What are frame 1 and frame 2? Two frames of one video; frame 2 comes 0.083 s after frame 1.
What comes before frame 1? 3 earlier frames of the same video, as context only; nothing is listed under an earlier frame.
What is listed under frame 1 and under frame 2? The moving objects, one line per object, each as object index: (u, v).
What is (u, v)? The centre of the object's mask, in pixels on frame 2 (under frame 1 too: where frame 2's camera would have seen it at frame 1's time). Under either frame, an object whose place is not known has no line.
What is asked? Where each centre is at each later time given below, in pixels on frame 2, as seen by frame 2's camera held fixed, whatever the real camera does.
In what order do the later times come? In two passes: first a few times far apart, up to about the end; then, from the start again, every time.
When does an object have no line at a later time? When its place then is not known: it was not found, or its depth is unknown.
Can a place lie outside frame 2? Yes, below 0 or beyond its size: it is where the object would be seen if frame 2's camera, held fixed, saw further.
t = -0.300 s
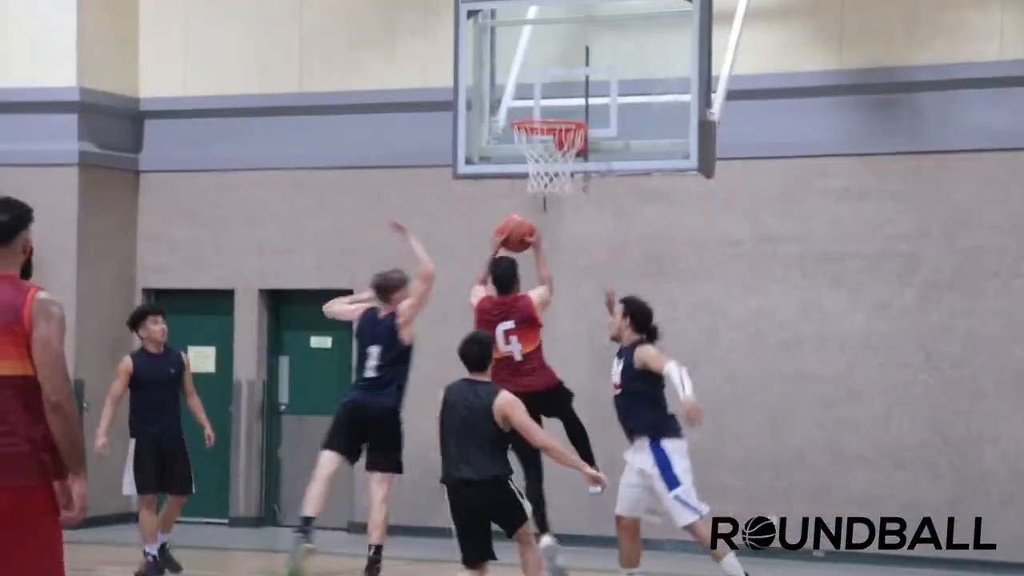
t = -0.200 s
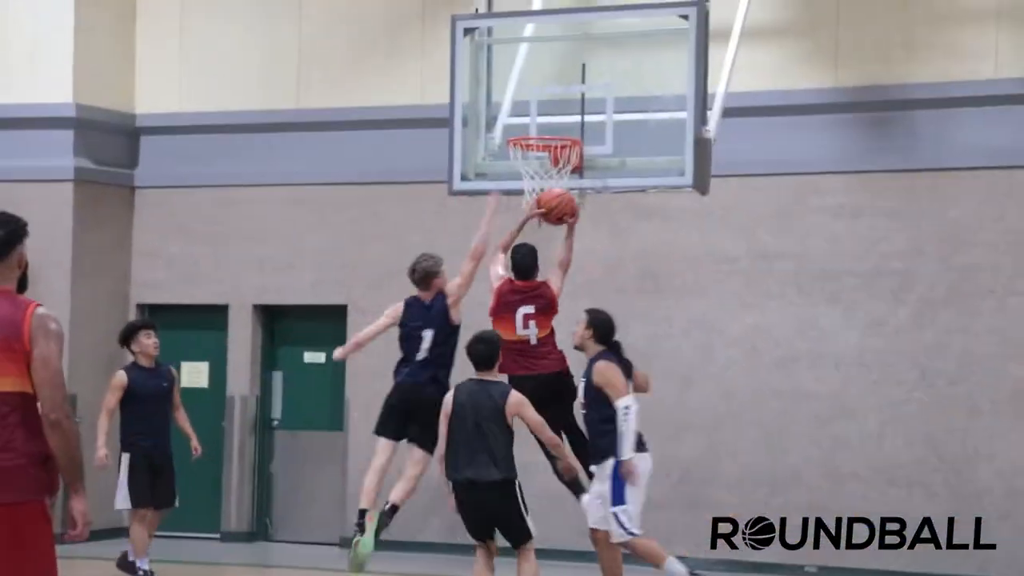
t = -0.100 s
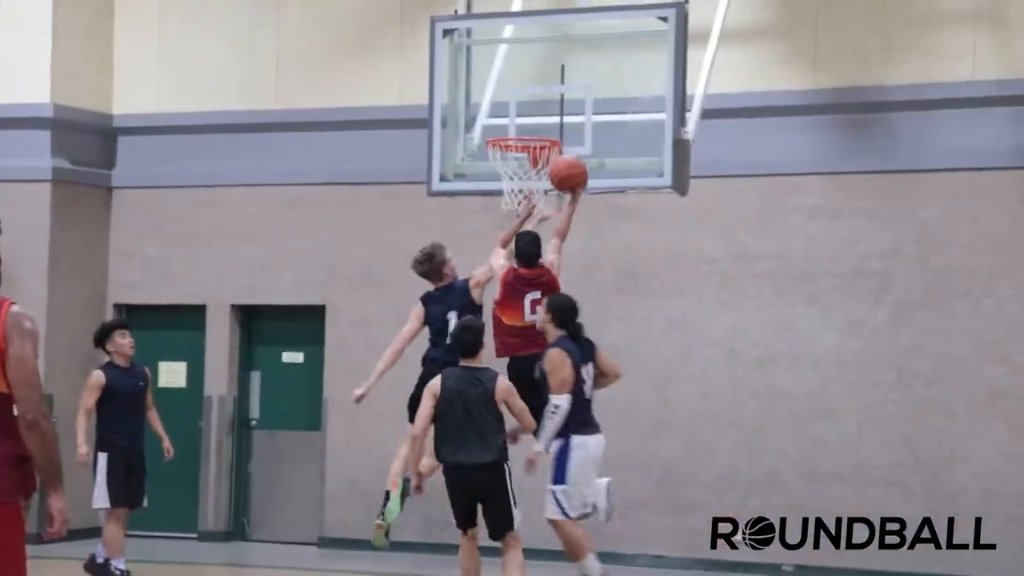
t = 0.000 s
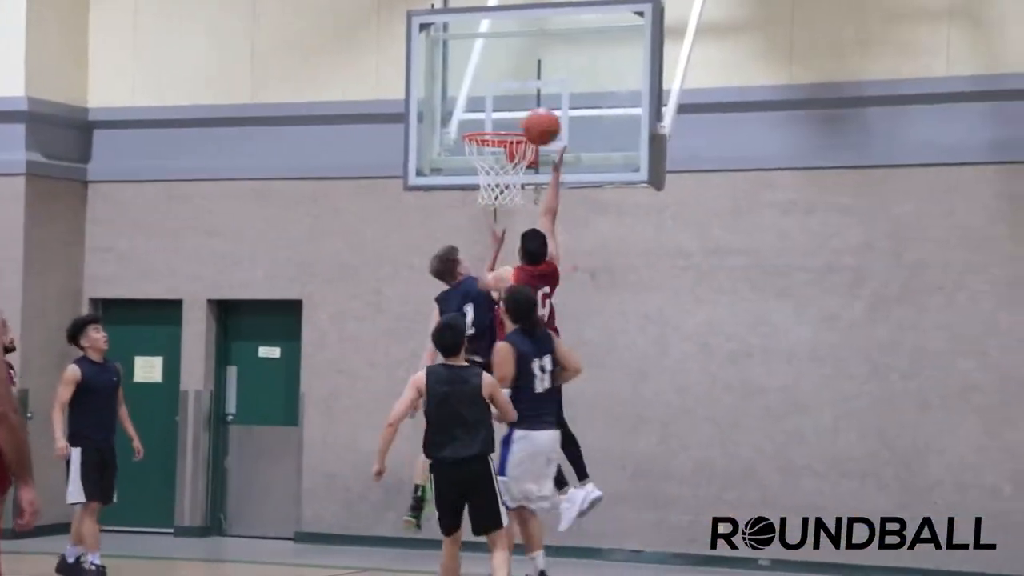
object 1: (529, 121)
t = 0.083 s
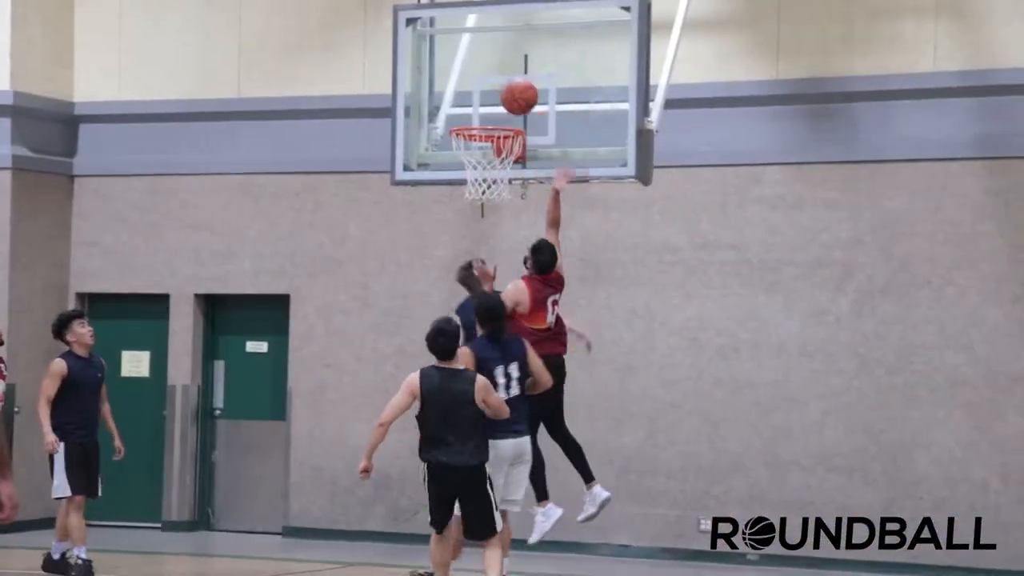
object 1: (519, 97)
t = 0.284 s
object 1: (496, 80)
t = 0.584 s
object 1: (498, 119)
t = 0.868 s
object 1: (486, 152)
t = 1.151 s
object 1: (512, 214)
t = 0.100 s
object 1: (517, 93)
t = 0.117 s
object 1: (515, 90)
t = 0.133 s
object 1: (513, 87)
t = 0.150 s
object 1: (512, 85)
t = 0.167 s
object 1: (509, 82)
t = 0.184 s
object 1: (507, 81)
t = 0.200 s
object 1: (505, 79)
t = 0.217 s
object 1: (504, 79)
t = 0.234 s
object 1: (502, 79)
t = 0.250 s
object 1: (500, 79)
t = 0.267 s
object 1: (498, 79)
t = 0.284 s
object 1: (496, 80)
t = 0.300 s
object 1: (494, 81)
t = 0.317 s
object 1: (492, 83)
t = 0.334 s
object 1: (490, 85)
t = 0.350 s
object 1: (488, 88)
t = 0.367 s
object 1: (486, 91)
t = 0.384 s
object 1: (484, 94)
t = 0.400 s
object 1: (483, 97)
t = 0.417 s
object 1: (481, 102)
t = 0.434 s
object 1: (479, 107)
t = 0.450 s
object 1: (477, 111)
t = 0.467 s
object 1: (474, 114)
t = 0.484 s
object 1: (473, 118)
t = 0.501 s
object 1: (475, 118)
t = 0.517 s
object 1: (480, 118)
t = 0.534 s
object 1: (484, 118)
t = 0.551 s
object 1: (489, 118)
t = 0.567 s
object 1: (493, 122)
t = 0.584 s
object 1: (498, 119)
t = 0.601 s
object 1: (502, 120)
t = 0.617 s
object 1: (502, 120)
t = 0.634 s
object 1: (496, 124)
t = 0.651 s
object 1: (492, 124)
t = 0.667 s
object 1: (489, 125)
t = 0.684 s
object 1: (484, 128)
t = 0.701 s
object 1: (480, 129)
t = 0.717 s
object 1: (475, 131)
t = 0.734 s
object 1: (471, 132)
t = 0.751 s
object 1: (470, 133)
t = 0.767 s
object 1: (472, 135)
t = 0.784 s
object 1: (475, 142)
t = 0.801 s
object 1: (478, 143)
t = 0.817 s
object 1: (478, 145)
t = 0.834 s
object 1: (482, 147)
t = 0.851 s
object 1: (483, 148)
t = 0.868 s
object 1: (486, 152)
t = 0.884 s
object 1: (488, 159)
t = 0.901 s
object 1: (489, 163)
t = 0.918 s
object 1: (493, 167)
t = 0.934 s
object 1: (497, 170)
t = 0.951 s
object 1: (496, 187)
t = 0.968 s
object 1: (497, 186)
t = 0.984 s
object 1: (499, 186)
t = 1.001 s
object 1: (502, 186)
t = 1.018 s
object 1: (504, 186)
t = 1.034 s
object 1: (505, 186)
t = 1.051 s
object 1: (506, 188)
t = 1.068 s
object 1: (507, 190)
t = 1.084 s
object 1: (507, 194)
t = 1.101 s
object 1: (508, 198)
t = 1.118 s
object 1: (510, 203)
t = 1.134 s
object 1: (511, 208)
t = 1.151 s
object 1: (512, 214)
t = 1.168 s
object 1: (513, 220)
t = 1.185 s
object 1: (513, 226)
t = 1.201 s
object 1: (515, 233)
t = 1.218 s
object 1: (515, 240)
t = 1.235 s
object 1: (517, 248)
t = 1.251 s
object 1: (518, 256)
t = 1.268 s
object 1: (519, 264)
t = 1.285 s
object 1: (519, 273)
